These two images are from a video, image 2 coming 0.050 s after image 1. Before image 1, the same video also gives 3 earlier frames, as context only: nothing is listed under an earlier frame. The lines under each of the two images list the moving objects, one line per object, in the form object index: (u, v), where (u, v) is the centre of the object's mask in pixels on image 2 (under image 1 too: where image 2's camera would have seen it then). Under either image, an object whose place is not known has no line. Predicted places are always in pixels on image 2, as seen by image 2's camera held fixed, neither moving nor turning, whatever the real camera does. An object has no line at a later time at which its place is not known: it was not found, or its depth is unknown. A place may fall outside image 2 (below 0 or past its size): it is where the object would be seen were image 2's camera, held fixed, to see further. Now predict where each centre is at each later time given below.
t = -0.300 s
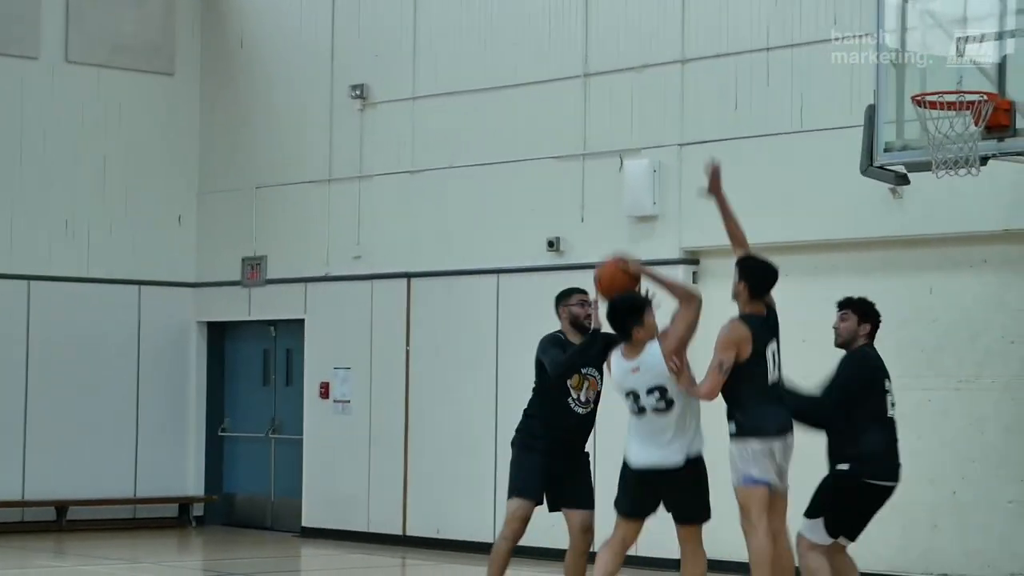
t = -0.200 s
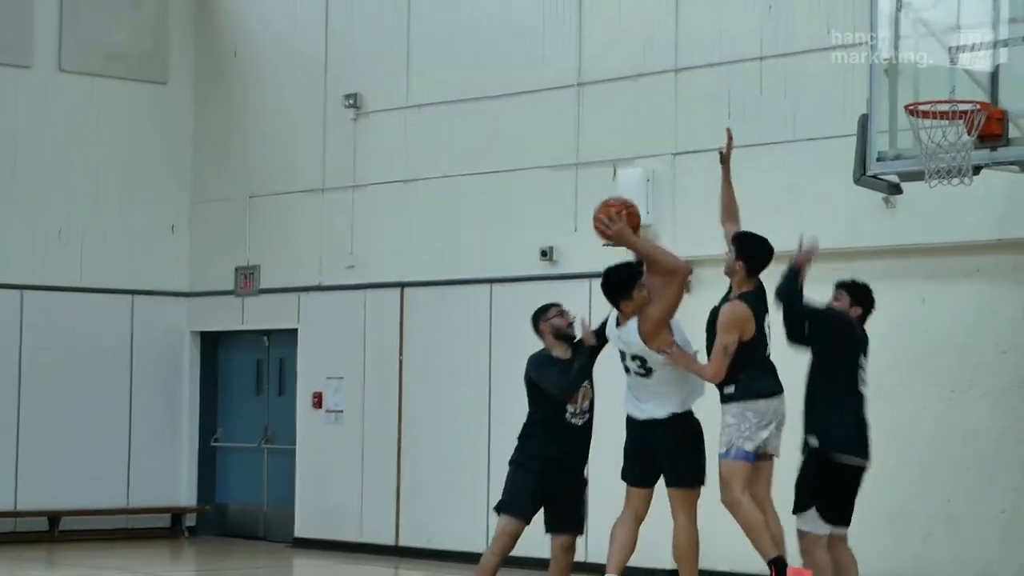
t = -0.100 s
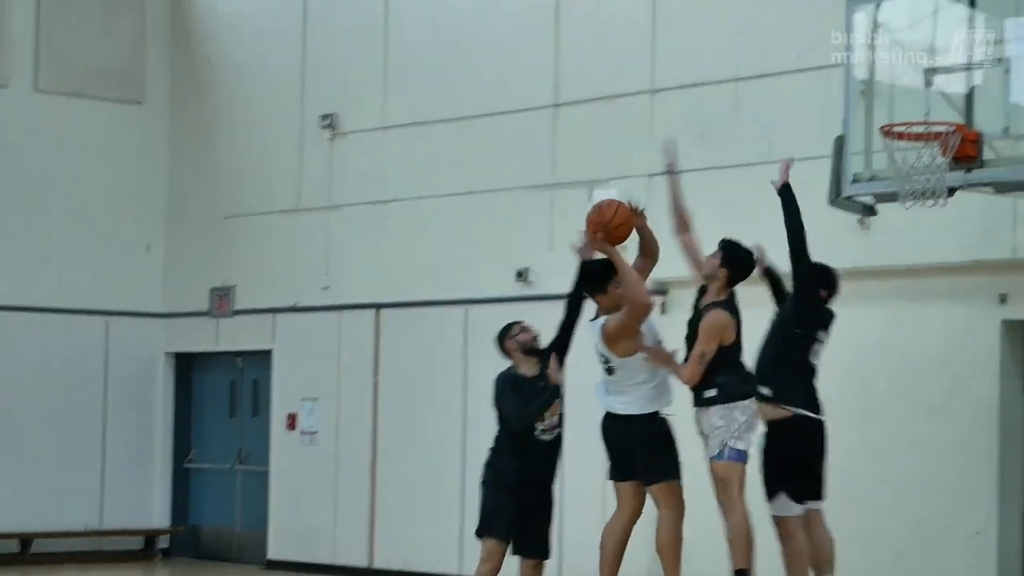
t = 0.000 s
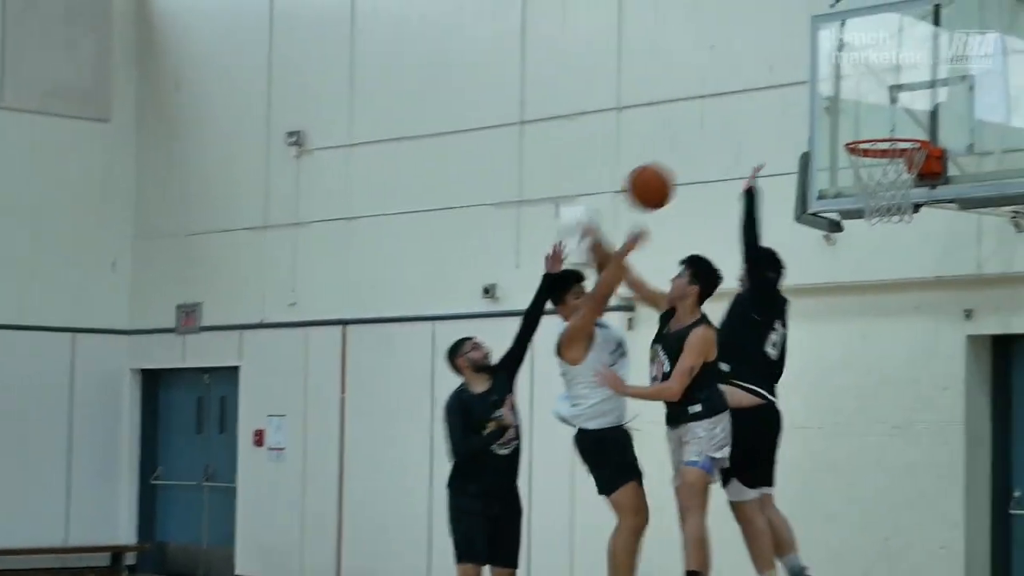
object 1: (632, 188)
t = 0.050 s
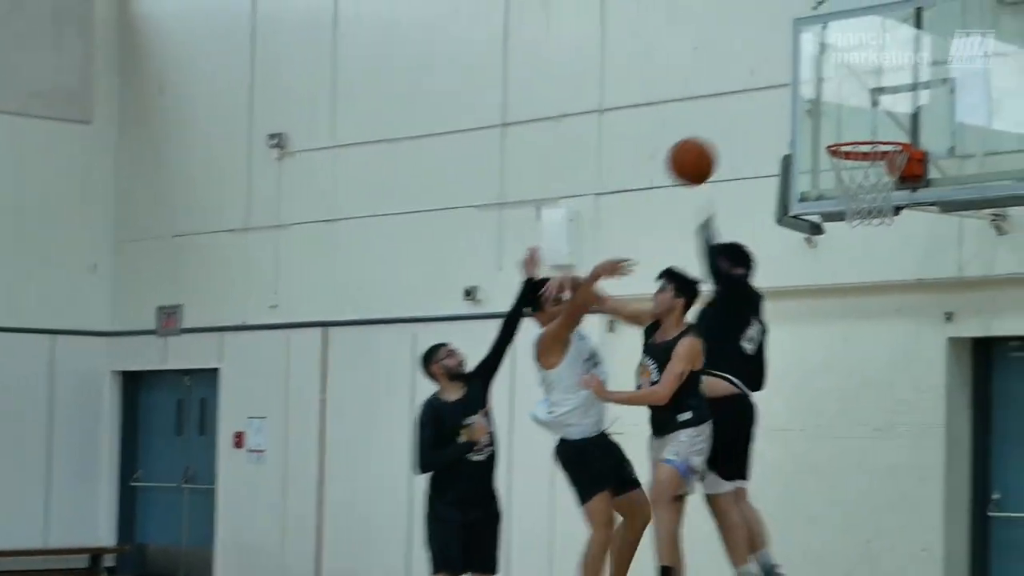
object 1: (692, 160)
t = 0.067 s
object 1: (712, 152)
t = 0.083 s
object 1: (732, 144)
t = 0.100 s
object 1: (753, 137)
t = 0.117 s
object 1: (774, 130)
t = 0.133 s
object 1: (795, 123)
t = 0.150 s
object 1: (816, 117)
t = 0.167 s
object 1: (837, 112)
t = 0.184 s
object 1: (860, 106)
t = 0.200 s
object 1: (882, 102)
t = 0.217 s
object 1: (904, 98)
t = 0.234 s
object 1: (926, 94)
